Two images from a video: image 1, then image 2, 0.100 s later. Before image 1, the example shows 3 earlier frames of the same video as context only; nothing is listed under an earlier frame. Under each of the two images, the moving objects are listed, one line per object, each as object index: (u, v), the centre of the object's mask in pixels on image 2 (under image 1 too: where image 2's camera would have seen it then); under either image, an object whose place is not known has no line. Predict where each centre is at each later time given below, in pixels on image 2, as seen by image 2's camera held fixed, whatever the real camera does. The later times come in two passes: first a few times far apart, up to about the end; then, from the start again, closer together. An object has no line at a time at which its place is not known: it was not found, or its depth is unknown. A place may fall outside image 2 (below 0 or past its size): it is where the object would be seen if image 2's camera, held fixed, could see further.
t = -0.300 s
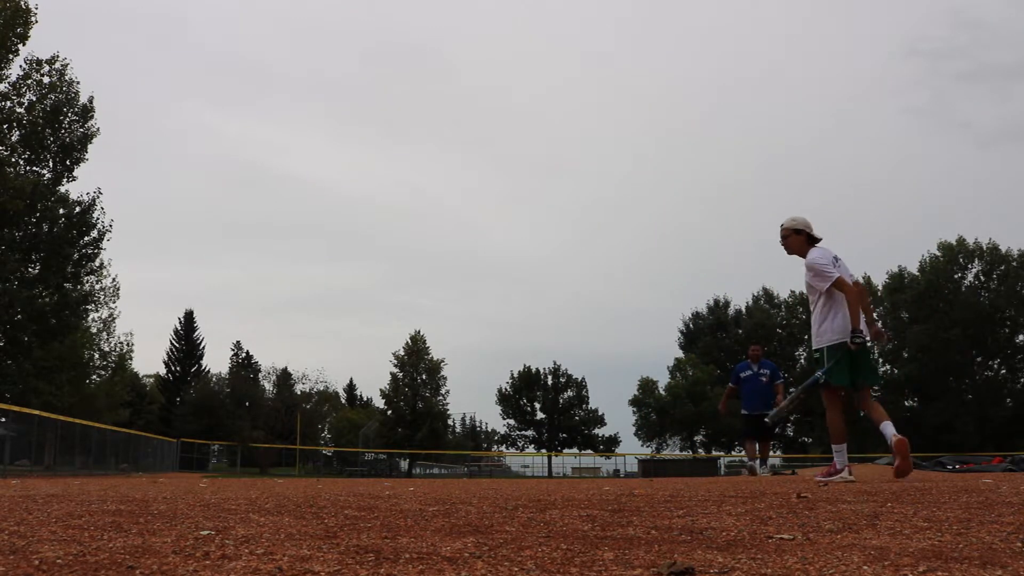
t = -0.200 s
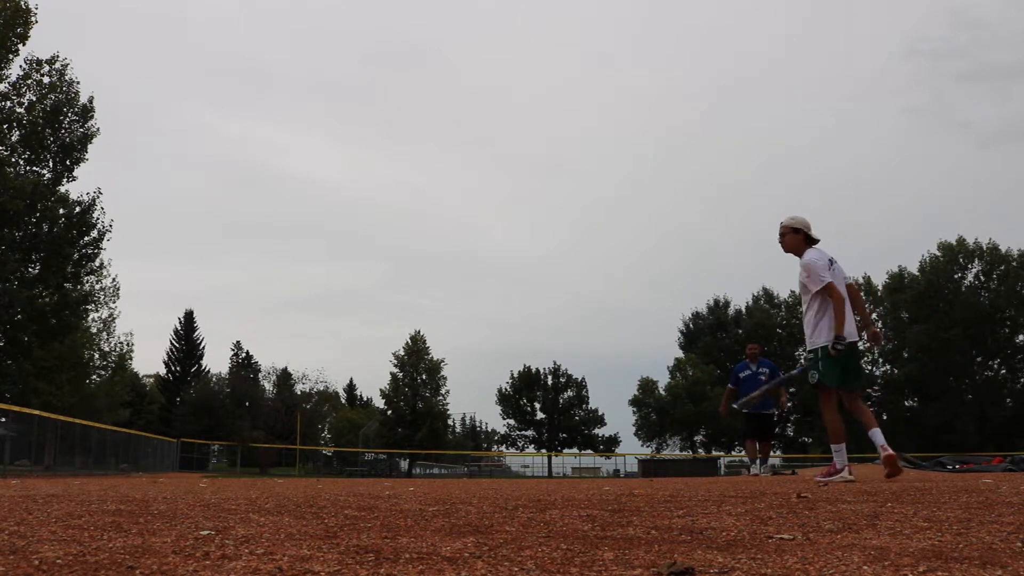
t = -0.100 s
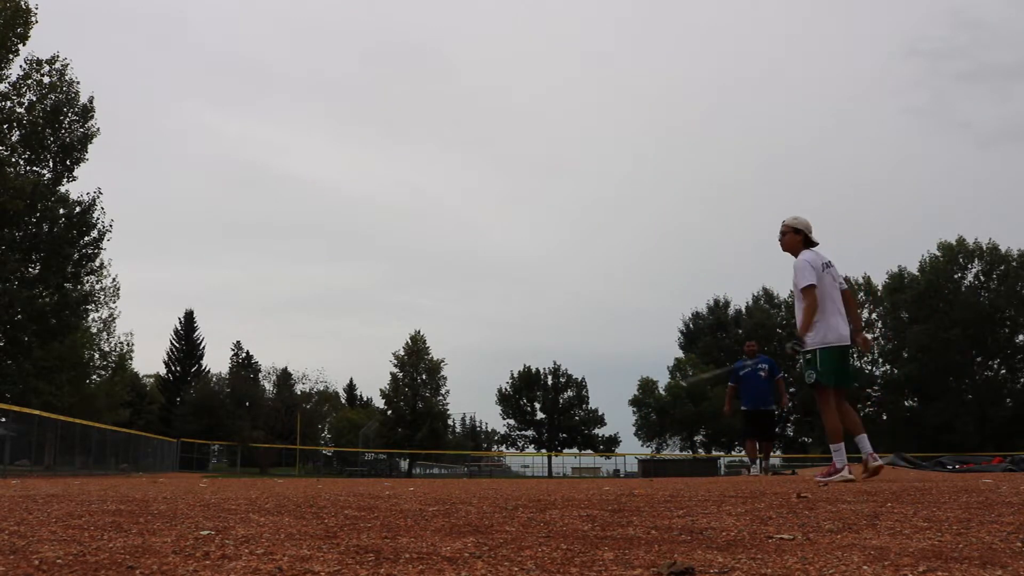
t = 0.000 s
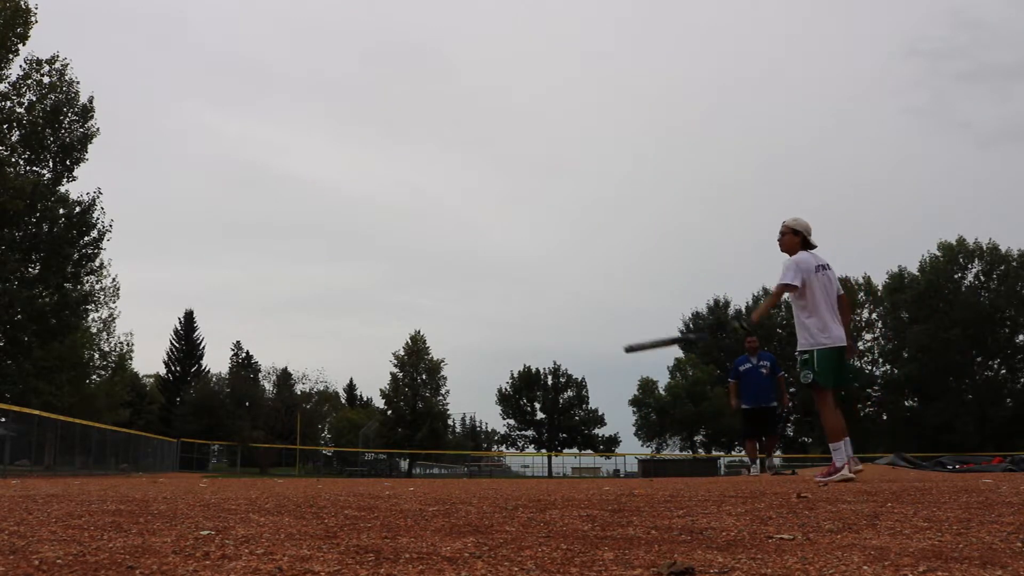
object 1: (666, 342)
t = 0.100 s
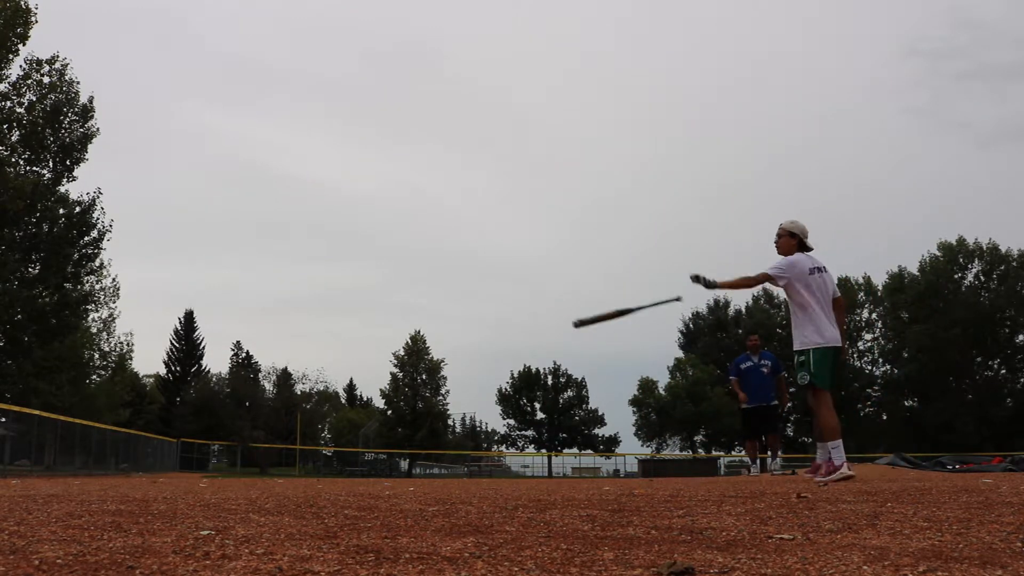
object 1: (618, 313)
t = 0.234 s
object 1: (544, 302)
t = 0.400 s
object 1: (456, 326)
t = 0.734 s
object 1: (289, 483)
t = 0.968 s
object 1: (245, 475)
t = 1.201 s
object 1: (201, 484)
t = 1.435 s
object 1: (163, 484)
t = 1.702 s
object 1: (131, 483)
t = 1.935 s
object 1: (112, 482)
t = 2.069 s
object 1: (103, 482)
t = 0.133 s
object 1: (599, 308)
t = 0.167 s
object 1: (581, 304)
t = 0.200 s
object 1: (562, 302)
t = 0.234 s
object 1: (544, 302)
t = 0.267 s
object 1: (527, 303)
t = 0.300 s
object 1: (509, 307)
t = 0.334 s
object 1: (491, 311)
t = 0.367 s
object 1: (474, 318)
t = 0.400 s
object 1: (456, 326)
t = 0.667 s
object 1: (320, 454)
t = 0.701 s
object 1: (307, 476)
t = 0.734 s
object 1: (289, 483)
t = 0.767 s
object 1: (285, 481)
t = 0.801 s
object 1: (276, 475)
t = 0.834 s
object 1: (271, 472)
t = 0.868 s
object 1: (265, 471)
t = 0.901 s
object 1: (259, 471)
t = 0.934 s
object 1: (252, 473)
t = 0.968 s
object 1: (245, 475)
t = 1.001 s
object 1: (239, 478)
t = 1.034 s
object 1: (233, 481)
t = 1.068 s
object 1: (227, 486)
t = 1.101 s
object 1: (220, 485)
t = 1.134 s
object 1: (214, 484)
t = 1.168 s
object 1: (208, 483)
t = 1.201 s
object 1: (201, 484)
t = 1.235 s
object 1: (196, 485)
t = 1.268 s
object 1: (190, 485)
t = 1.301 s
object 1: (184, 485)
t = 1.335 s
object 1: (178, 484)
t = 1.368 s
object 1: (173, 484)
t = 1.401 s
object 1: (168, 484)
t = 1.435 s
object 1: (163, 484)
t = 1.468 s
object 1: (158, 484)
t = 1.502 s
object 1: (153, 484)
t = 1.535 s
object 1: (149, 483)
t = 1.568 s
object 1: (145, 483)
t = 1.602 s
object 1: (141, 483)
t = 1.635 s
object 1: (137, 483)
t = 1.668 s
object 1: (134, 483)
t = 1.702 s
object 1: (131, 483)
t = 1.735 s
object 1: (128, 483)
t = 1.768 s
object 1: (126, 483)
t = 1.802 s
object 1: (121, 483)
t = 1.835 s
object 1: (119, 483)
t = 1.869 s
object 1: (116, 483)
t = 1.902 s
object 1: (114, 482)
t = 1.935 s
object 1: (112, 482)
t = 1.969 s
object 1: (109, 482)
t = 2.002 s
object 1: (107, 482)
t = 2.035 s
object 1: (106, 482)
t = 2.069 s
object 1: (103, 482)
